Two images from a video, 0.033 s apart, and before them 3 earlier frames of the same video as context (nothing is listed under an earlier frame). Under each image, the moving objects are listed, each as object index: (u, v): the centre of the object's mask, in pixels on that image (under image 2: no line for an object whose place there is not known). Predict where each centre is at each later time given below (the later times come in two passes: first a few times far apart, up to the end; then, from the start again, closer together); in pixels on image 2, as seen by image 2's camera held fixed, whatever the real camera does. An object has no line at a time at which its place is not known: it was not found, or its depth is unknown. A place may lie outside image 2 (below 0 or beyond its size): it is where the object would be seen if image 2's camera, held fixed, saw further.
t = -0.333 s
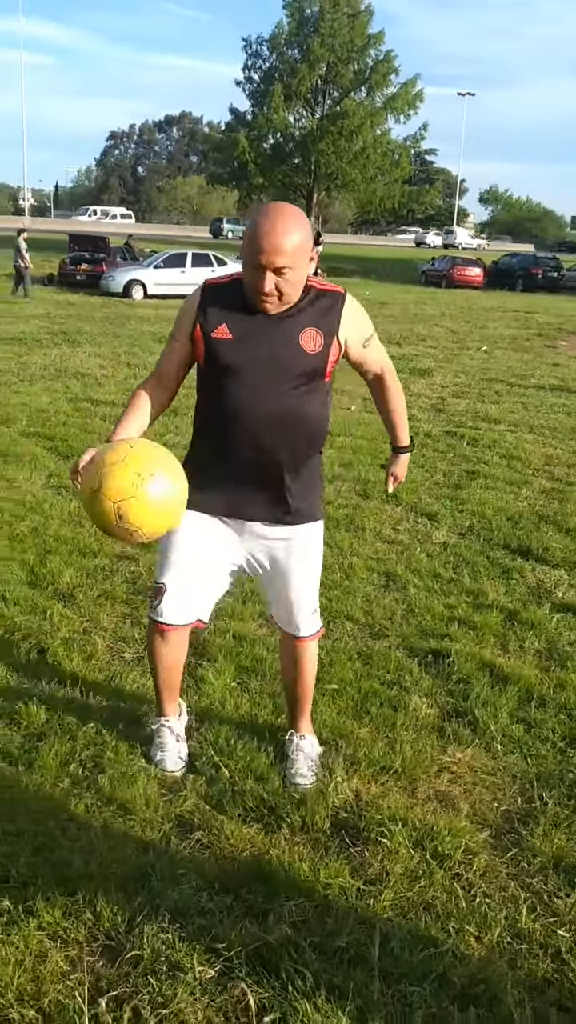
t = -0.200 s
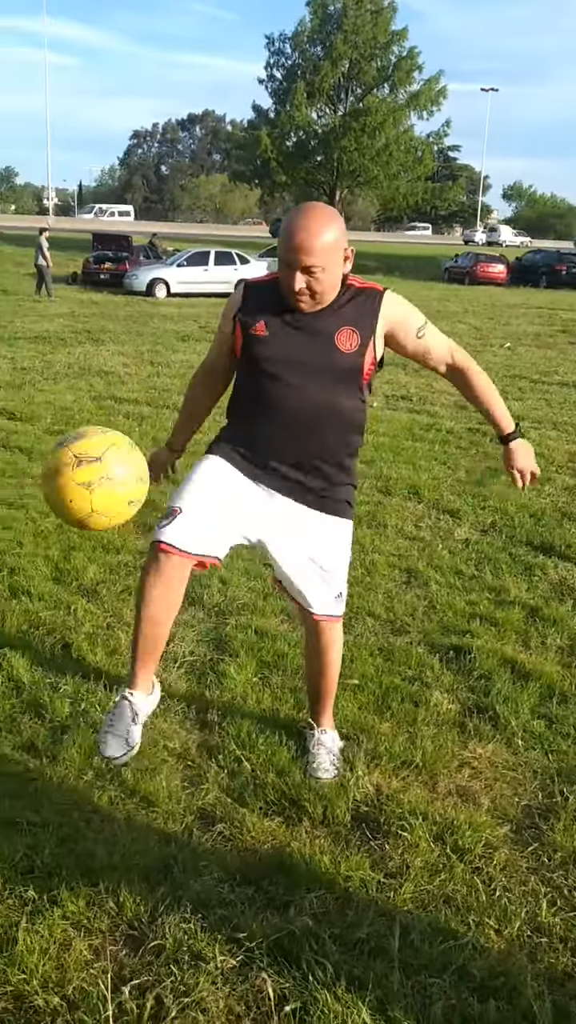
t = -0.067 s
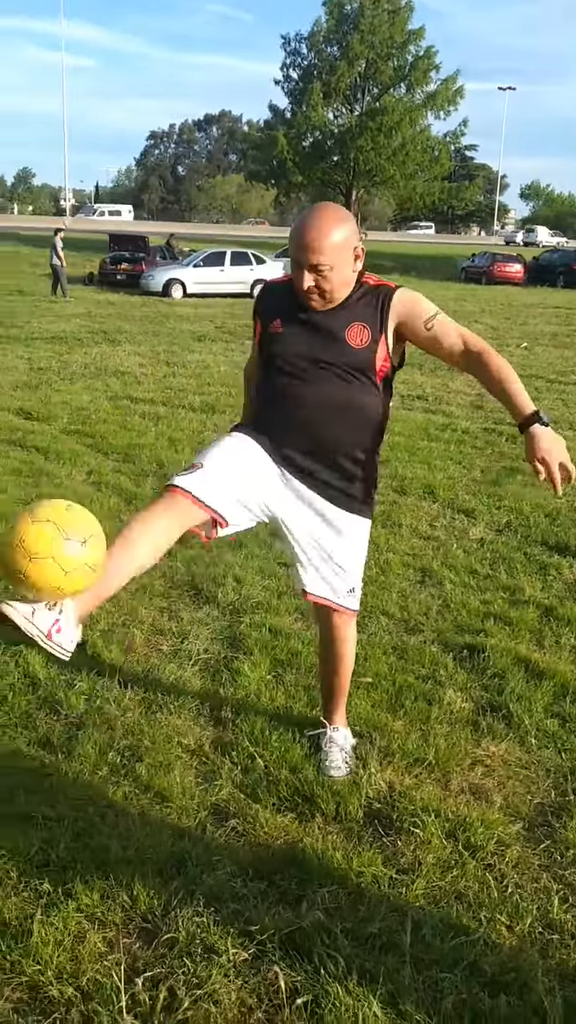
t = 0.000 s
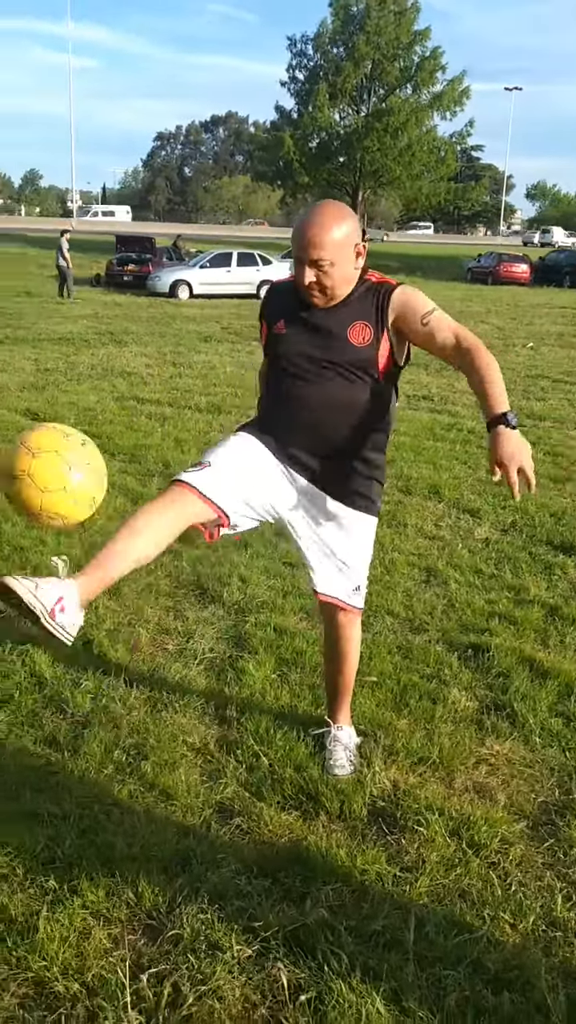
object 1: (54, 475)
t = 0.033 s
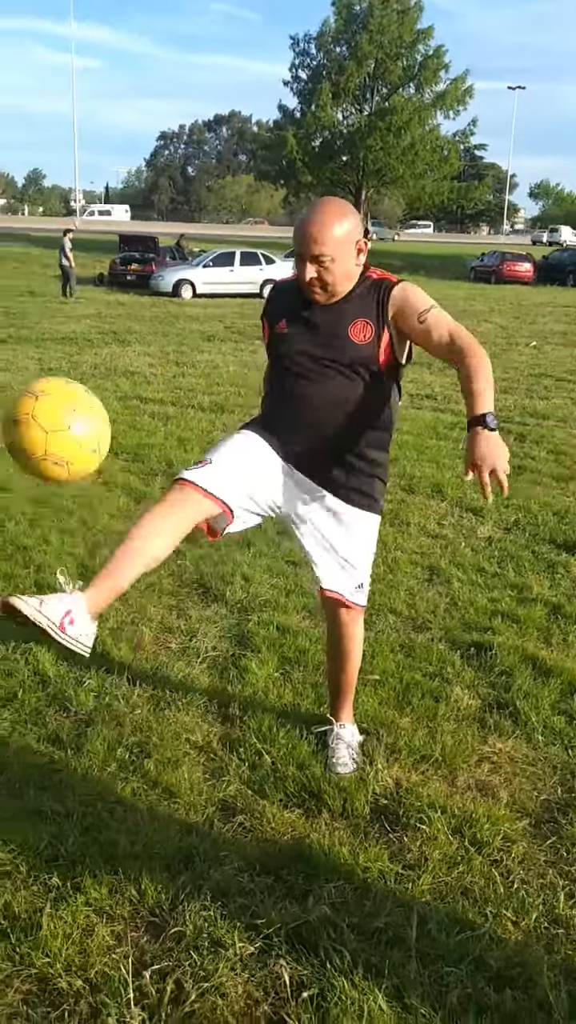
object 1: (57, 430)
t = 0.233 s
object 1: (62, 257)
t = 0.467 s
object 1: (81, 293)
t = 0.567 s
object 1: (93, 384)
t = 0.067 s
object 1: (56, 389)
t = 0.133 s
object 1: (59, 321)
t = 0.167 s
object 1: (59, 294)
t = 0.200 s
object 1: (60, 273)
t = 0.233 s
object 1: (62, 257)
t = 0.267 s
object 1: (64, 245)
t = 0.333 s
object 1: (69, 241)
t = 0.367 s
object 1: (71, 246)
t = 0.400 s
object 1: (74, 256)
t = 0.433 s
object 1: (77, 273)
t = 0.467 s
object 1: (81, 293)
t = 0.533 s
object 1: (88, 350)
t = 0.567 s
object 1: (93, 384)
